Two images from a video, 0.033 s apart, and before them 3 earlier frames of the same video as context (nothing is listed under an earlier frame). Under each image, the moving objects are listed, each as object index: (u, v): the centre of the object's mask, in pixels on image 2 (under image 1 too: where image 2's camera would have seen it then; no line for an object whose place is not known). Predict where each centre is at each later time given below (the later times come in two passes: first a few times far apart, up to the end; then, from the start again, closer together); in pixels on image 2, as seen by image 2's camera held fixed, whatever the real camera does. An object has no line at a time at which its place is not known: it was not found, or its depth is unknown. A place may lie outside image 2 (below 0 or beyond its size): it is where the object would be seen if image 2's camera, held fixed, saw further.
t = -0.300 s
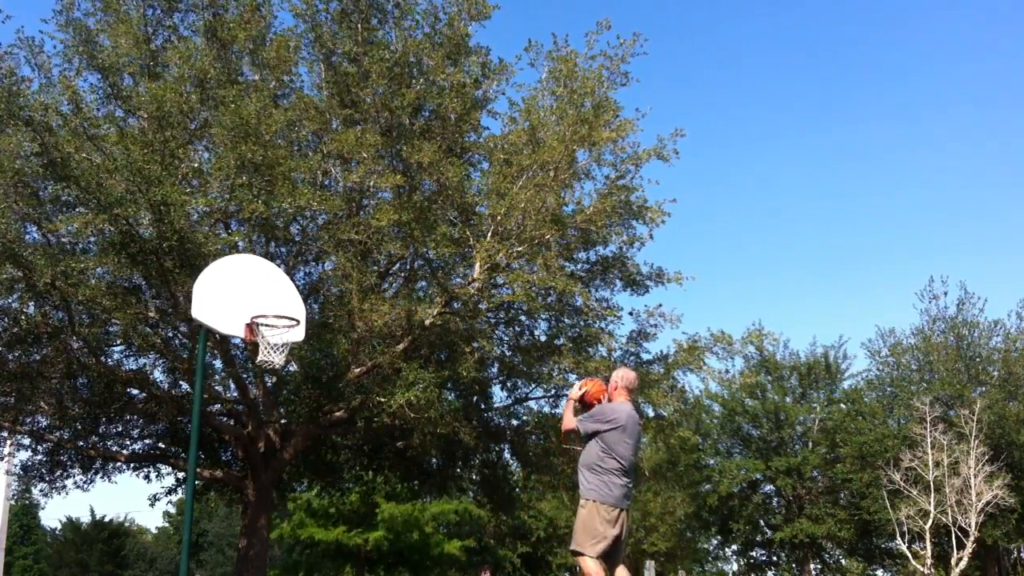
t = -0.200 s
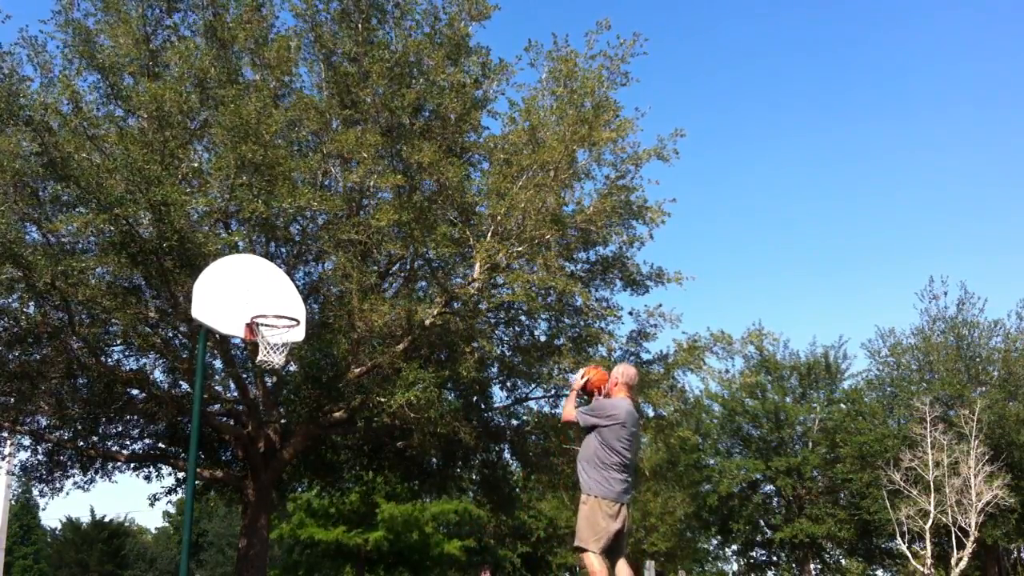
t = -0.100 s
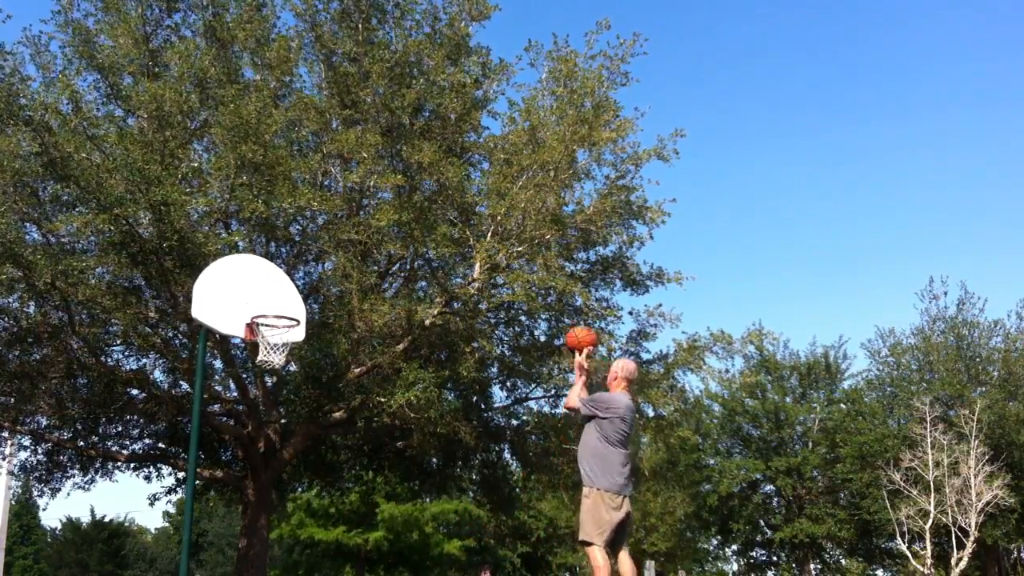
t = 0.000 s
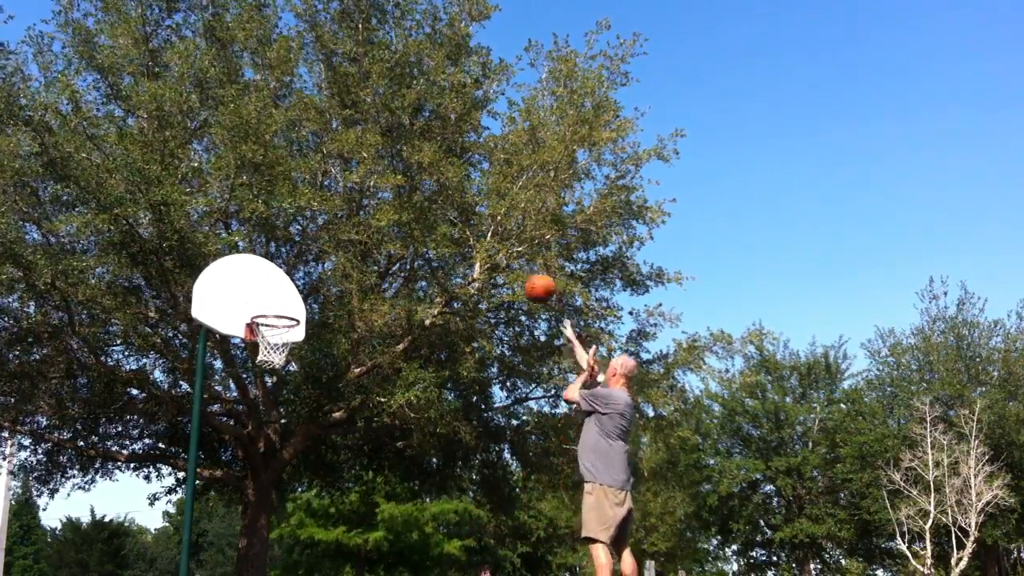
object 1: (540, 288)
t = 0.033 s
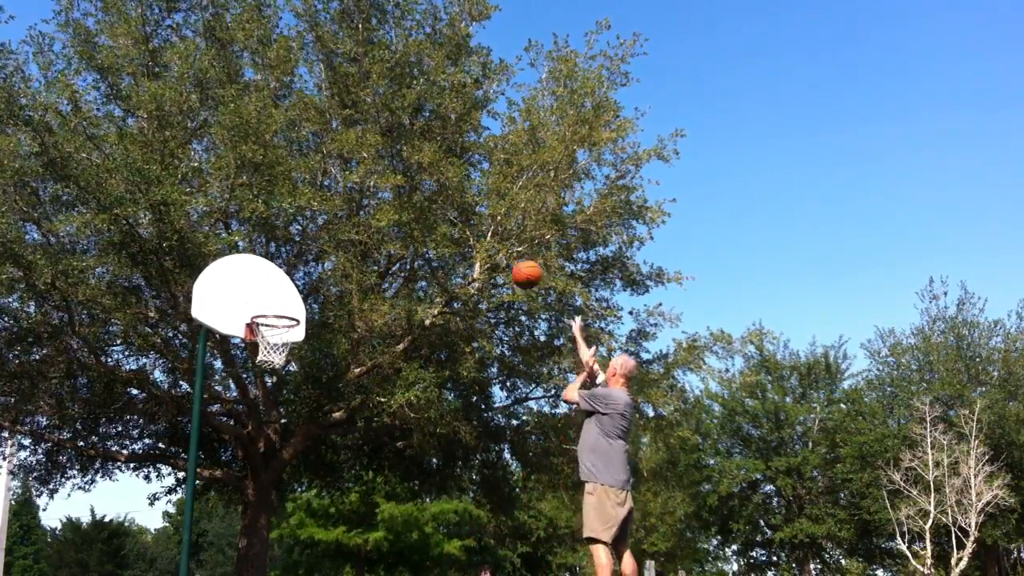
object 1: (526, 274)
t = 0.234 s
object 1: (452, 220)
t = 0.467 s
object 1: (379, 215)
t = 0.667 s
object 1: (322, 253)
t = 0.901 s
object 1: (269, 334)
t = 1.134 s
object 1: (281, 364)
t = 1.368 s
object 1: (287, 408)
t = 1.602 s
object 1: (292, 519)
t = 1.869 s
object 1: (296, 564)
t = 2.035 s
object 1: (299, 504)
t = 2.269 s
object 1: (302, 470)
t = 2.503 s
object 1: (302, 494)
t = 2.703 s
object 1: (301, 567)
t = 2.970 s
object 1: (304, 557)
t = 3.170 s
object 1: (309, 526)
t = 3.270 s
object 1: (311, 529)
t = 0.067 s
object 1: (513, 262)
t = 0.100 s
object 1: (500, 250)
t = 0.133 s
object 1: (488, 241)
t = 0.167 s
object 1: (475, 233)
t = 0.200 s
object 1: (463, 226)
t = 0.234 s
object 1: (452, 220)
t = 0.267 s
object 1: (443, 216)
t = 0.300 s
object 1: (431, 214)
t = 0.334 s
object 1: (421, 211)
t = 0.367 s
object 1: (409, 211)
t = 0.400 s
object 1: (399, 211)
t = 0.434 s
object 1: (389, 213)
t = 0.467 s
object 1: (379, 215)
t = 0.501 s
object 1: (370, 218)
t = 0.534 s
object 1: (359, 224)
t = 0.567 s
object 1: (353, 229)
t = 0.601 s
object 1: (340, 236)
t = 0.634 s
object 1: (331, 244)
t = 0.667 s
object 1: (322, 253)
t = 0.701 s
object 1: (313, 262)
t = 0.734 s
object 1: (305, 272)
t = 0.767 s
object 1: (296, 285)
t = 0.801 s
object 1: (287, 298)
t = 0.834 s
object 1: (278, 312)
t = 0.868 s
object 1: (269, 326)
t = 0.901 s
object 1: (269, 334)
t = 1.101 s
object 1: (279, 365)
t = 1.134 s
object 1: (281, 364)
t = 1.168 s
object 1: (282, 365)
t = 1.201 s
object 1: (283, 367)
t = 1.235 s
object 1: (284, 373)
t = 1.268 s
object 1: (285, 380)
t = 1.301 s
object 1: (285, 388)
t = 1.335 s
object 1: (287, 397)
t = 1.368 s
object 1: (287, 408)
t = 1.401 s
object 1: (288, 419)
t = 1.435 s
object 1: (288, 433)
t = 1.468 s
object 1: (289, 447)
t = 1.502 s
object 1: (290, 463)
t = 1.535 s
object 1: (290, 480)
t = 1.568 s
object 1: (291, 498)
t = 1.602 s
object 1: (292, 519)
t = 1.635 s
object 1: (292, 541)
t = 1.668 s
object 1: (292, 564)
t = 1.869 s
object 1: (296, 564)
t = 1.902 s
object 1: (296, 550)
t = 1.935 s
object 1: (297, 537)
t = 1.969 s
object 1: (298, 525)
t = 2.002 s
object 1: (299, 514)
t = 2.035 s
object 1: (299, 504)
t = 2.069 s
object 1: (300, 496)
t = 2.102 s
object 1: (300, 488)
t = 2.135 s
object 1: (301, 483)
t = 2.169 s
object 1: (302, 478)
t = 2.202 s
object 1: (302, 475)
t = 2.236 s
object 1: (302, 472)
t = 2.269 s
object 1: (302, 470)
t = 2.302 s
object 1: (302, 470)
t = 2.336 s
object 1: (303, 470)
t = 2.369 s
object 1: (302, 472)
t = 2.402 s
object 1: (303, 477)
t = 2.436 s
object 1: (303, 481)
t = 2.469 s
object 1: (303, 487)
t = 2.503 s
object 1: (302, 494)
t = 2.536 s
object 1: (302, 503)
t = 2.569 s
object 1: (302, 514)
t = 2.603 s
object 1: (302, 525)
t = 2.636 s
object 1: (301, 538)
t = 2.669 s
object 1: (300, 554)
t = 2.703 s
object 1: (301, 567)
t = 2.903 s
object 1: (302, 570)
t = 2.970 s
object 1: (304, 557)
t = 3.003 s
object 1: (305, 549)
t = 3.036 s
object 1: (306, 541)
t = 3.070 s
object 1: (307, 537)
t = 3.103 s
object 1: (308, 533)
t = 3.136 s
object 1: (308, 528)
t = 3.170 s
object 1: (309, 526)
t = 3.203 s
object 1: (309, 526)
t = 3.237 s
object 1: (310, 527)
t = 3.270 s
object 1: (311, 529)
